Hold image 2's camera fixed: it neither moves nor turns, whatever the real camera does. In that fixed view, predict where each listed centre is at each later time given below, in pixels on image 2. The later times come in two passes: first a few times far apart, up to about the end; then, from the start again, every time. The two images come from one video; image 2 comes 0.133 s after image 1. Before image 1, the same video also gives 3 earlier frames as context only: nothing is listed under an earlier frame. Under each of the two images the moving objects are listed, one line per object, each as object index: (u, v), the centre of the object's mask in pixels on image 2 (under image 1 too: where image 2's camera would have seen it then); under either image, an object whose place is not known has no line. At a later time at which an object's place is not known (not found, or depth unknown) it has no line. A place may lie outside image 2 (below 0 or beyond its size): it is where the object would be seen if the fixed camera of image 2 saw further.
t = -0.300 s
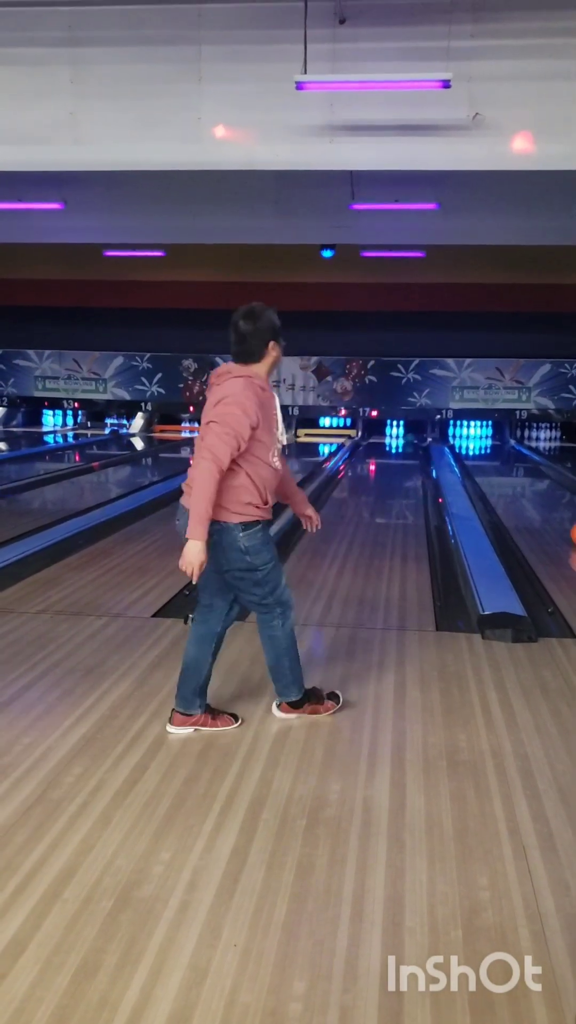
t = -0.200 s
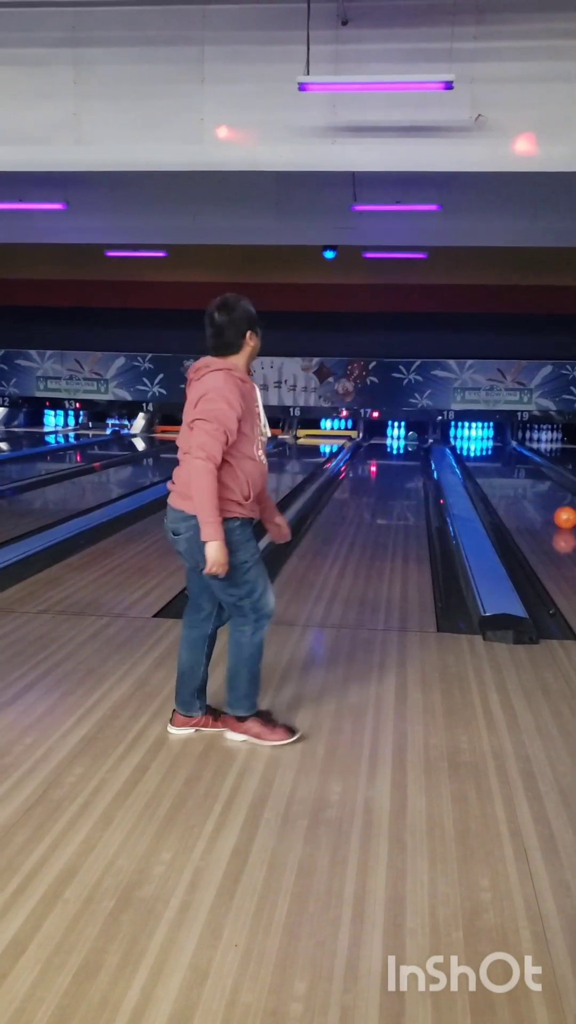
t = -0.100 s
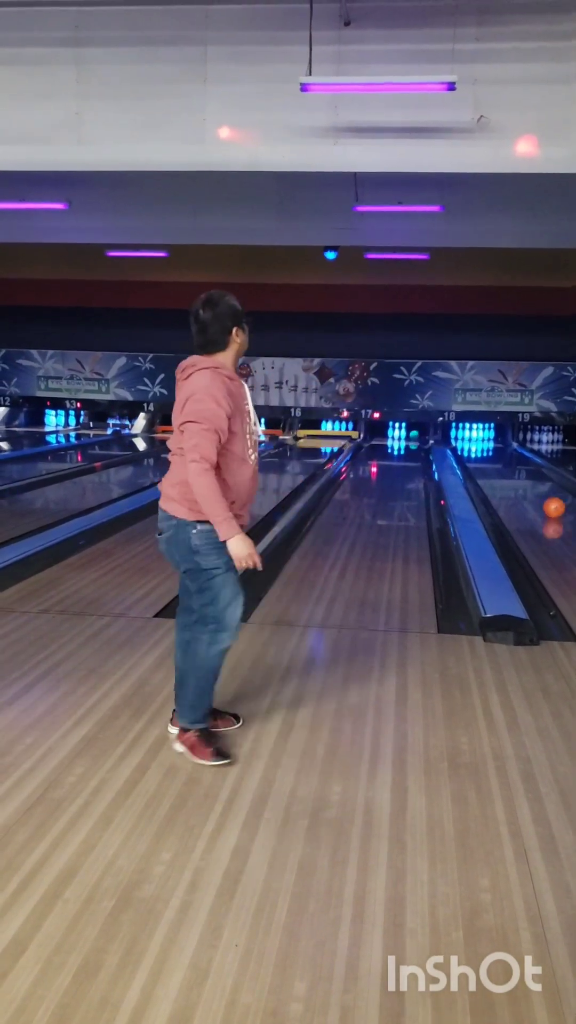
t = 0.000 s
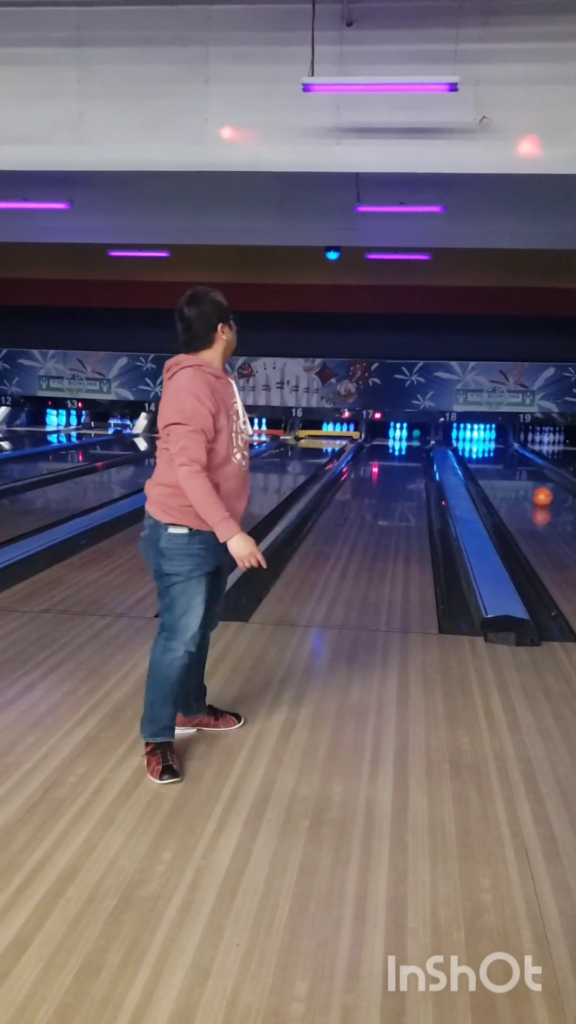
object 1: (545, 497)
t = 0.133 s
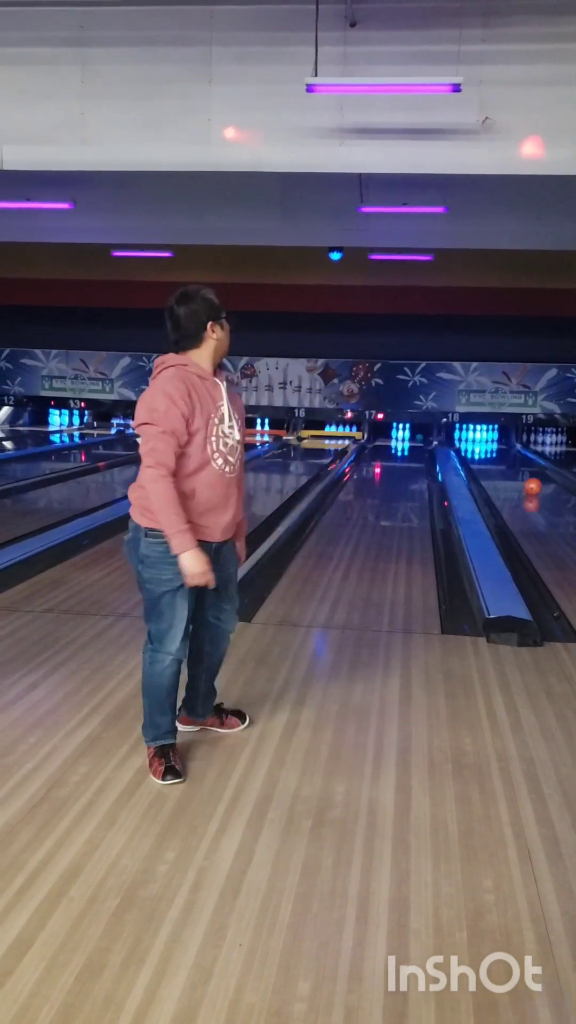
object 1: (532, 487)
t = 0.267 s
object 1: (523, 477)
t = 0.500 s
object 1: (509, 465)
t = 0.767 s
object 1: (497, 455)
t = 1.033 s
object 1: (489, 447)
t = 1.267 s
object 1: (483, 442)
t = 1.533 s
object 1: (488, 437)
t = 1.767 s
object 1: (501, 437)
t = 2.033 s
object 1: (503, 441)
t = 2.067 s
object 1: (503, 441)
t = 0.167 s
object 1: (531, 485)
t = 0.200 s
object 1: (527, 481)
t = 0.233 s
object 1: (526, 480)
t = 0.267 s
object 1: (523, 477)
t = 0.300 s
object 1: (521, 476)
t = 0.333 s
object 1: (518, 473)
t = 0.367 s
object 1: (517, 472)
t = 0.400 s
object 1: (514, 470)
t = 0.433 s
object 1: (513, 469)
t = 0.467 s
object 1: (510, 467)
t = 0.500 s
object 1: (509, 465)
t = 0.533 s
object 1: (507, 464)
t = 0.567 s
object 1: (506, 462)
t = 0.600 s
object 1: (504, 461)
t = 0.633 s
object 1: (502, 460)
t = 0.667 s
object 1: (501, 458)
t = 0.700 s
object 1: (500, 457)
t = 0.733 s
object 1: (498, 455)
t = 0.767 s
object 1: (497, 455)
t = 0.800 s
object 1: (495, 453)
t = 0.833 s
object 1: (495, 453)
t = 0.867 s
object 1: (493, 451)
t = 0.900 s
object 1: (493, 451)
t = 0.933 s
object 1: (491, 449)
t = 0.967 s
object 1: (491, 449)
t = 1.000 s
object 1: (489, 447)
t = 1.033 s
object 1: (489, 447)
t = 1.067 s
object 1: (488, 446)
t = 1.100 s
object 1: (487, 445)
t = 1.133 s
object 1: (487, 444)
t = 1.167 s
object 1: (485, 443)
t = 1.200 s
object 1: (484, 443)
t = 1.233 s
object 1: (484, 442)
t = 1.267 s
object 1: (483, 442)
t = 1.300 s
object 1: (483, 441)
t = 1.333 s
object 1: (482, 441)
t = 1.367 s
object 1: (482, 440)
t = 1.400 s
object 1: (481, 438)
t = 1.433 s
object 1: (482, 438)
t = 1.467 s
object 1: (484, 437)
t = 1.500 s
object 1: (486, 437)
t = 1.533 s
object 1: (488, 437)
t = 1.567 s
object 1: (489, 437)
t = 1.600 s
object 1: (491, 437)
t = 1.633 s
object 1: (493, 437)
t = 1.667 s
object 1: (496, 437)
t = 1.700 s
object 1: (497, 437)
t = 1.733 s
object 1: (500, 437)
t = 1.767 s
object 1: (501, 437)
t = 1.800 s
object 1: (503, 439)
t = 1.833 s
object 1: (504, 440)
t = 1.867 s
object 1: (504, 440)
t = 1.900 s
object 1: (504, 440)
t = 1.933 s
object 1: (504, 440)
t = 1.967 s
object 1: (504, 440)
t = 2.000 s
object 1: (503, 440)
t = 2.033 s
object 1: (503, 441)
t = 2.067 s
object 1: (503, 441)
